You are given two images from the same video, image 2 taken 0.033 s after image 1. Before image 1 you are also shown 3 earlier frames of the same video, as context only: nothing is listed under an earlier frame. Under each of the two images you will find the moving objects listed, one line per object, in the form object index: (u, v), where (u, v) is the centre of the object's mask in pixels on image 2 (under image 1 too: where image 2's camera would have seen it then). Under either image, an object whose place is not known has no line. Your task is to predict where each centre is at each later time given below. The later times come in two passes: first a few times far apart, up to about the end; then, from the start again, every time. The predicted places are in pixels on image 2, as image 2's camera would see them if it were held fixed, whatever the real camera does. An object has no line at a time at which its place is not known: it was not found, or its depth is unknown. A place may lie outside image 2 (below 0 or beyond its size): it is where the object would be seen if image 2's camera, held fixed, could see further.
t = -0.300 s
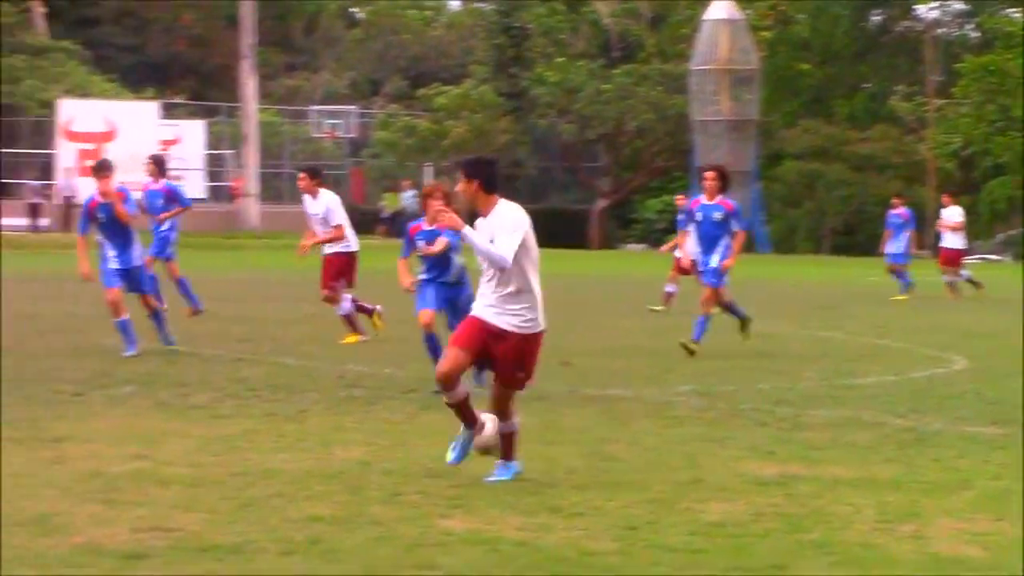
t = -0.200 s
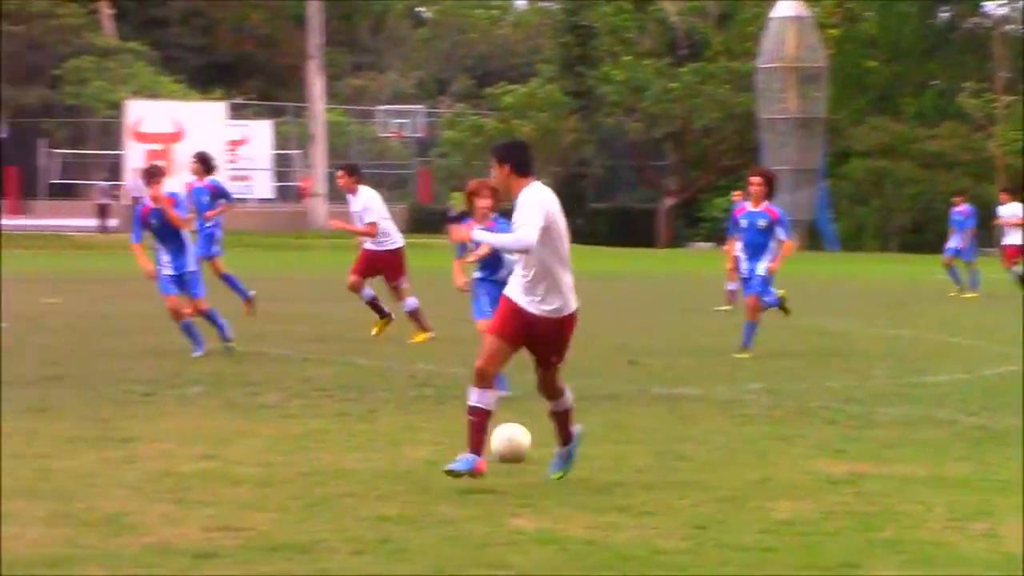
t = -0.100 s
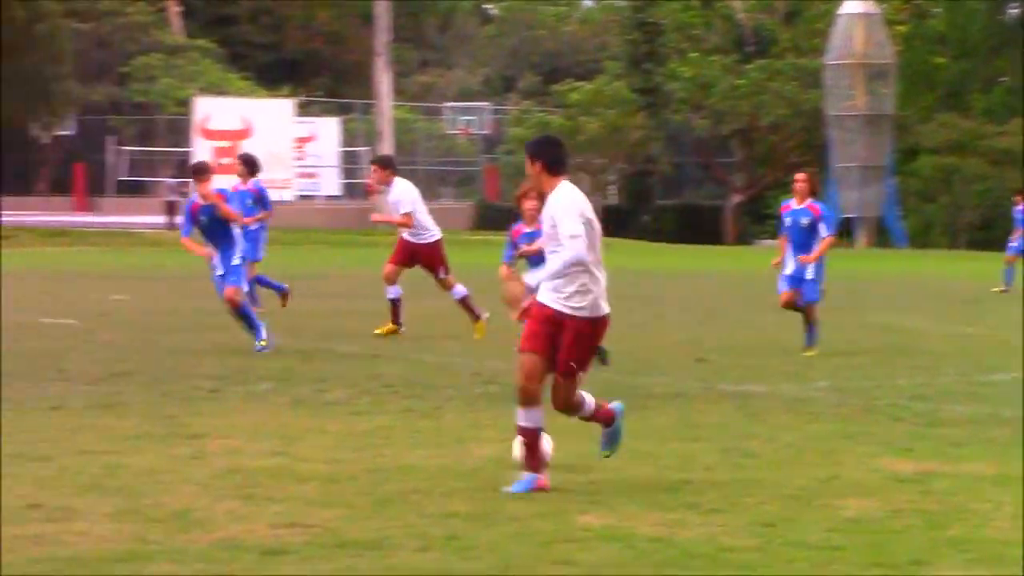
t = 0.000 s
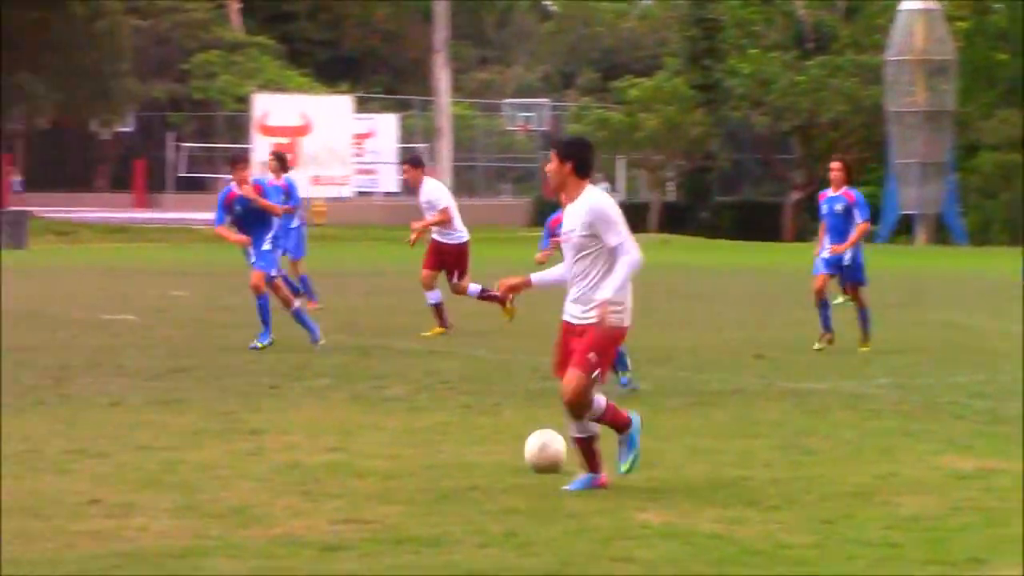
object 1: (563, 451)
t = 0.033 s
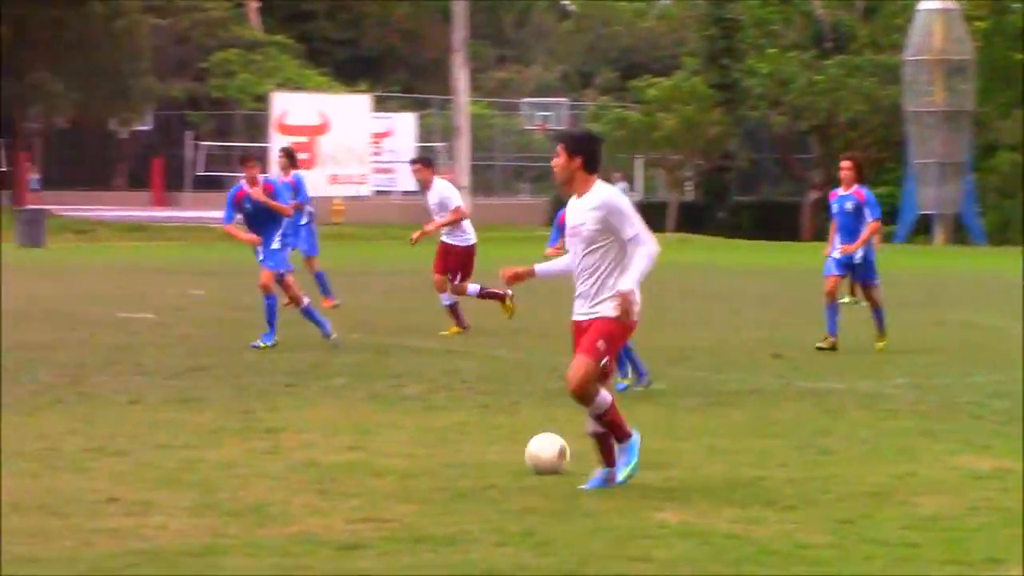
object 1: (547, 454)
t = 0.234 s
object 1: (444, 471)
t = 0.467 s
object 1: (308, 492)
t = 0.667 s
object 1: (181, 514)
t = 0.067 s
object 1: (531, 455)
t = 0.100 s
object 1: (514, 455)
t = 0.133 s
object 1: (497, 458)
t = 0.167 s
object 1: (480, 463)
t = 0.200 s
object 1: (462, 468)
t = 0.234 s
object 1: (444, 471)
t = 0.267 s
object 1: (425, 470)
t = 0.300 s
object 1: (406, 472)
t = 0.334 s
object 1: (387, 477)
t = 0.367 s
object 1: (367, 484)
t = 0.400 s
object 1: (347, 490)
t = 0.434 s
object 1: (327, 491)
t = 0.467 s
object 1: (308, 492)
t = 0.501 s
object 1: (287, 494)
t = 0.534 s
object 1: (267, 500)
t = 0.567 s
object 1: (245, 507)
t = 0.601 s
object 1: (224, 510)
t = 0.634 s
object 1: (203, 511)
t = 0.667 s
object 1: (181, 514)
